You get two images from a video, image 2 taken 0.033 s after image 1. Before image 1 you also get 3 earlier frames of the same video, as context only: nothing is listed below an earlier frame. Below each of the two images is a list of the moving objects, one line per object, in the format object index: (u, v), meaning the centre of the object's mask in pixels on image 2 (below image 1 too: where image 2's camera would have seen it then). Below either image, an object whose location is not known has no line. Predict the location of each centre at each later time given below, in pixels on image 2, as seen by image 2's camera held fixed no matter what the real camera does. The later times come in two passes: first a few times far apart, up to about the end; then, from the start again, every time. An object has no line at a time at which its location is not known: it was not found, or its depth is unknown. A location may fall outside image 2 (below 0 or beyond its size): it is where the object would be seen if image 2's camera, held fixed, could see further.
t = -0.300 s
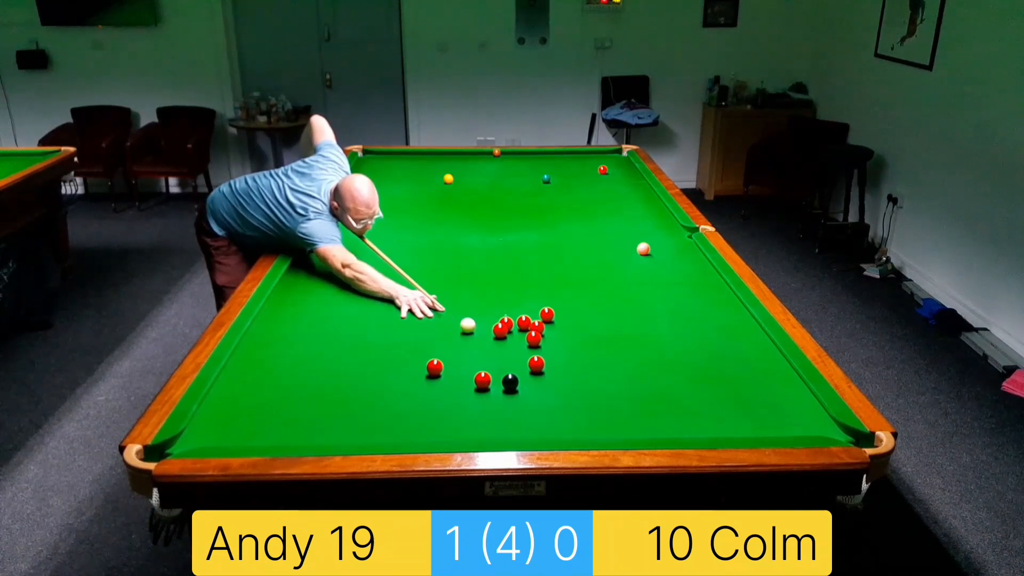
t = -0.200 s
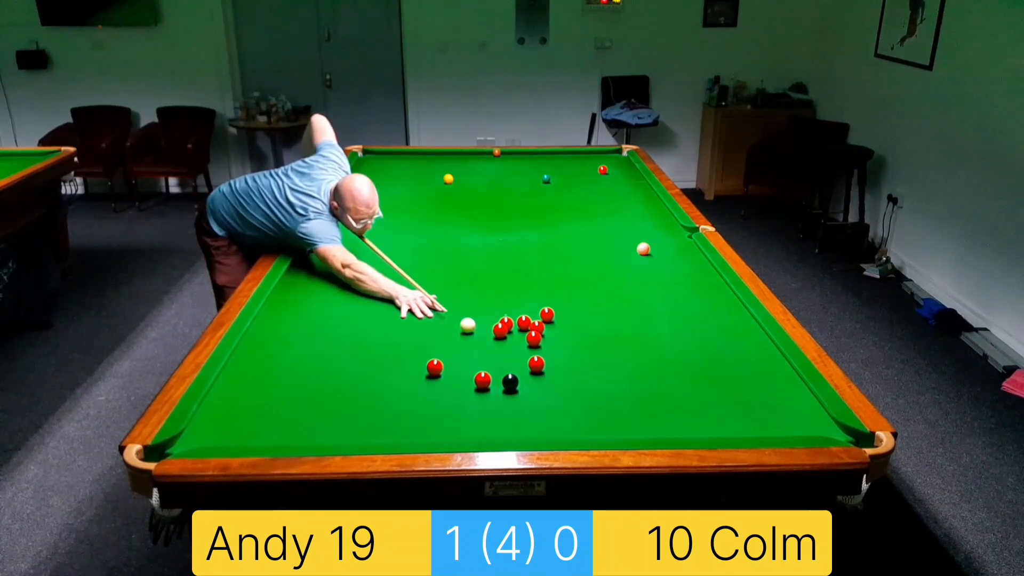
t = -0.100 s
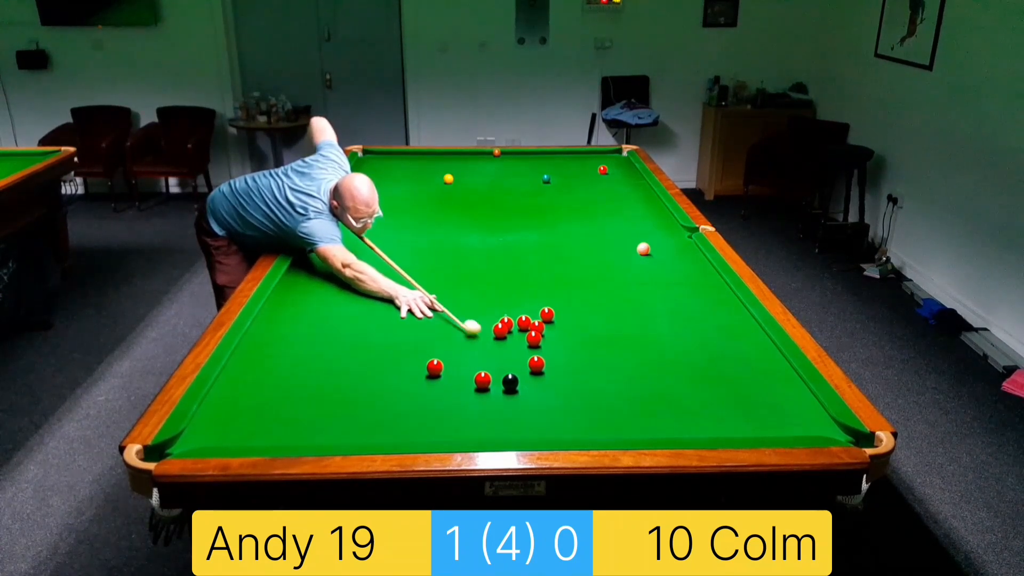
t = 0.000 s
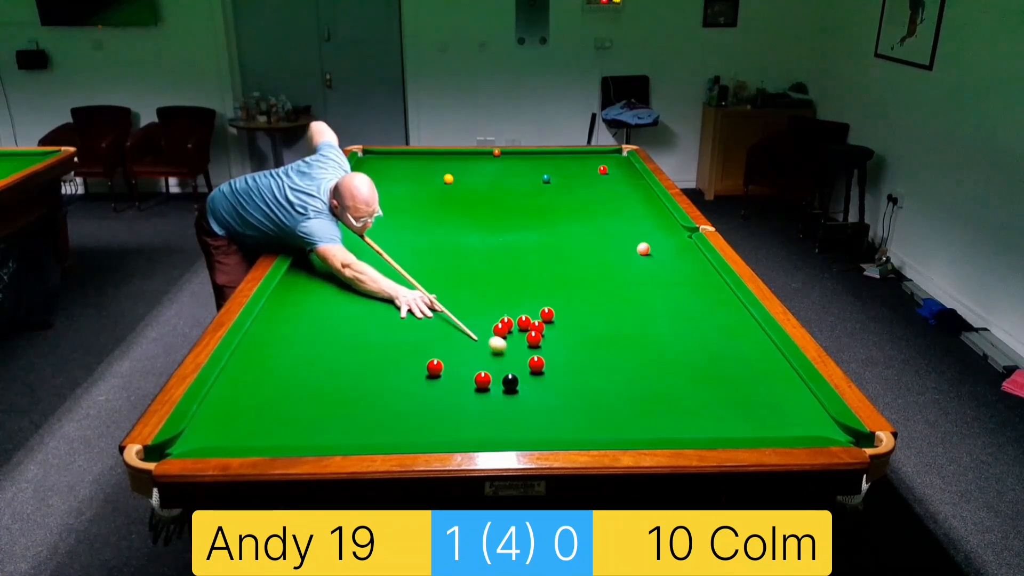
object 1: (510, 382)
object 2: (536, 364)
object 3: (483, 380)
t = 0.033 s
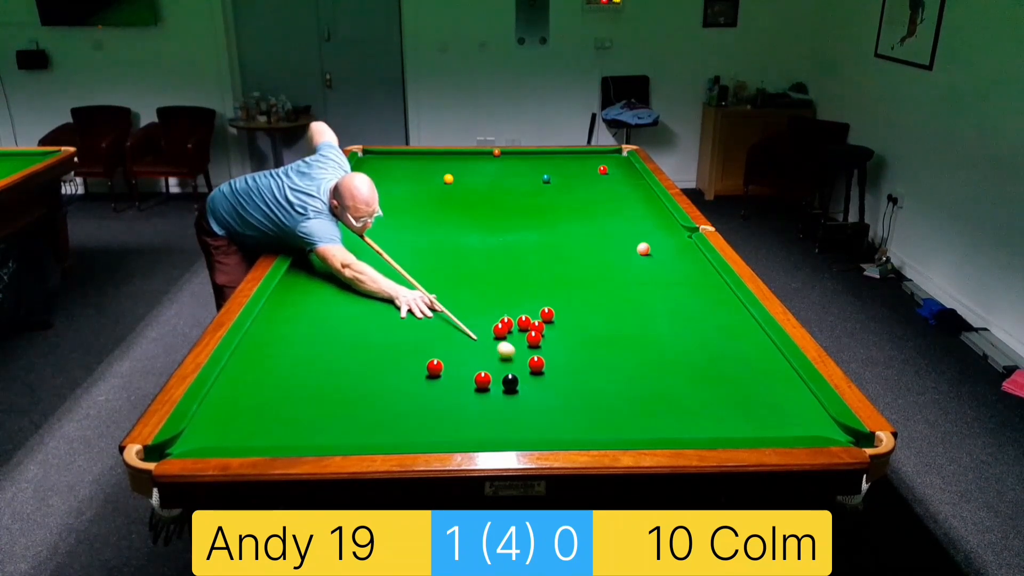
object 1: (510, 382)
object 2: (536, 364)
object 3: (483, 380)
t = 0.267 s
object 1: (510, 383)
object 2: (579, 372)
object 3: (483, 380)
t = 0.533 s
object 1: (514, 392)
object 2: (640, 383)
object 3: (477, 383)
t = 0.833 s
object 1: (519, 402)
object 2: (711, 396)
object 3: (464, 388)
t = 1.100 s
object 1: (522, 410)
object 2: (775, 408)
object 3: (455, 392)
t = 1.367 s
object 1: (526, 417)
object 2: (815, 419)
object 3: (447, 394)
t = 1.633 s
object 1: (529, 423)
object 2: (786, 427)
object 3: (441, 398)
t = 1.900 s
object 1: (531, 427)
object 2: (756, 429)
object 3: (437, 399)
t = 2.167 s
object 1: (533, 430)
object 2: (728, 427)
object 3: (435, 400)
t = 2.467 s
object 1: (535, 432)
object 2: (698, 424)
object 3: (434, 401)
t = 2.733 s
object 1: (536, 432)
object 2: (675, 420)
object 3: (434, 400)
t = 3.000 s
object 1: (536, 433)
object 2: (654, 416)
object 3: (434, 400)
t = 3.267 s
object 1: (536, 433)
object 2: (635, 413)
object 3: (434, 400)
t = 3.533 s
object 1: (536, 433)
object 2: (619, 411)
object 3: (434, 400)
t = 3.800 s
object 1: (536, 433)
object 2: (606, 409)
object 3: (434, 400)
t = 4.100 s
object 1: (536, 433)
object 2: (593, 407)
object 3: (434, 400)
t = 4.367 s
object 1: (536, 433)
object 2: (584, 405)
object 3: (434, 400)
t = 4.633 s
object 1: (536, 433)
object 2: (577, 404)
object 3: (434, 400)
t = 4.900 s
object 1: (536, 433)
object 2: (572, 403)
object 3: (434, 400)
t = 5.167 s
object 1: (536, 433)
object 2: (569, 403)
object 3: (434, 400)
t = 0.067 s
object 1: (510, 382)
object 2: (536, 364)
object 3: (483, 380)
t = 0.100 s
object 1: (510, 383)
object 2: (537, 364)
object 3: (483, 380)
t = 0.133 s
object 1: (510, 383)
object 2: (546, 366)
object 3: (483, 380)
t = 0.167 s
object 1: (510, 383)
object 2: (555, 368)
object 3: (483, 380)
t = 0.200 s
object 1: (510, 383)
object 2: (563, 369)
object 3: (483, 380)
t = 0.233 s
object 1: (510, 383)
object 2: (571, 371)
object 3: (483, 380)
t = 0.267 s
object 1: (510, 383)
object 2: (579, 372)
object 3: (483, 380)
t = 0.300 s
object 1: (510, 383)
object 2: (586, 373)
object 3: (483, 380)
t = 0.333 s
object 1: (511, 385)
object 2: (594, 375)
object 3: (483, 380)
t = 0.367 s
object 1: (512, 386)
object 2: (601, 376)
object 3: (483, 380)
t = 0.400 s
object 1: (512, 387)
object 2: (609, 377)
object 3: (483, 380)
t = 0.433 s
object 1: (513, 388)
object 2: (617, 379)
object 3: (482, 381)
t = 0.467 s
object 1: (513, 389)
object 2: (625, 380)
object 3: (480, 382)
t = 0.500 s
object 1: (514, 391)
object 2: (632, 382)
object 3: (478, 382)
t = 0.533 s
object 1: (514, 392)
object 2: (640, 383)
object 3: (477, 383)
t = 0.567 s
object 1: (515, 393)
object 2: (648, 385)
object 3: (475, 383)
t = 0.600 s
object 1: (515, 394)
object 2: (656, 386)
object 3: (474, 384)
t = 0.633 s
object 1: (516, 395)
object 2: (664, 387)
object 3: (472, 385)
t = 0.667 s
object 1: (516, 396)
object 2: (671, 389)
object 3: (471, 385)
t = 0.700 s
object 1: (517, 397)
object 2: (679, 390)
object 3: (470, 386)
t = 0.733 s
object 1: (517, 399)
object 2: (687, 392)
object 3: (468, 386)
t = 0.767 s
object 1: (518, 399)
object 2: (695, 393)
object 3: (467, 387)
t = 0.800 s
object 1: (518, 401)
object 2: (703, 395)
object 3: (466, 387)
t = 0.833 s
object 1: (519, 402)
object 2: (711, 396)
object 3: (464, 388)
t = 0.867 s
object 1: (519, 403)
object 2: (719, 398)
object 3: (463, 388)
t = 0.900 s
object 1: (520, 404)
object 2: (727, 399)
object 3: (462, 389)
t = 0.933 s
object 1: (520, 406)
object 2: (736, 401)
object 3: (460, 389)
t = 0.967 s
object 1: (521, 406)
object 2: (744, 402)
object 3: (459, 390)
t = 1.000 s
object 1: (521, 407)
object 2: (751, 404)
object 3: (458, 390)
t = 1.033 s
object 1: (522, 408)
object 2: (759, 405)
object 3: (457, 391)
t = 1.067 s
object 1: (522, 409)
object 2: (767, 407)
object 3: (456, 391)
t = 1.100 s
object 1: (522, 410)
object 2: (775, 408)
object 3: (455, 392)
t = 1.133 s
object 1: (523, 411)
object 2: (784, 410)
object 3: (454, 392)
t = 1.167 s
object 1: (523, 412)
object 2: (791, 411)
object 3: (453, 392)
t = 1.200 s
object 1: (524, 413)
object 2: (799, 412)
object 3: (452, 393)
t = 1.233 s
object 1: (524, 414)
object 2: (808, 414)
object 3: (451, 393)
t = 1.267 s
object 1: (525, 415)
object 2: (815, 415)
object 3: (450, 393)
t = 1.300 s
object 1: (525, 415)
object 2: (822, 417)
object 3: (449, 394)
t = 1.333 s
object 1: (526, 416)
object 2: (818, 418)
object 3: (448, 394)
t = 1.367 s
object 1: (526, 417)
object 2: (815, 419)
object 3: (447, 394)
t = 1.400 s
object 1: (526, 418)
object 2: (811, 421)
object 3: (446, 395)
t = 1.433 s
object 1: (527, 418)
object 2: (807, 422)
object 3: (446, 395)
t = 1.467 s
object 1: (527, 419)
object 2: (804, 423)
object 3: (445, 396)
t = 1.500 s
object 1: (527, 420)
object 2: (800, 424)
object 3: (444, 396)
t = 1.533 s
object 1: (528, 421)
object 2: (797, 425)
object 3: (443, 396)
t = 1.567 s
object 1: (528, 422)
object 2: (793, 426)
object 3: (443, 397)
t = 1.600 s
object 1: (528, 422)
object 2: (790, 427)
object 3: (442, 397)
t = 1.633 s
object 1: (529, 423)
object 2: (786, 427)
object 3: (441, 398)
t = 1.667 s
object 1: (529, 424)
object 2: (783, 428)
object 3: (441, 398)
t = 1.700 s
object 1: (529, 424)
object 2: (779, 429)
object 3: (440, 398)
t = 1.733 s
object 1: (530, 425)
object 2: (776, 430)
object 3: (440, 398)
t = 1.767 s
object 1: (530, 425)
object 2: (772, 430)
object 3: (439, 399)
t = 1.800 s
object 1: (530, 426)
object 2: (768, 430)
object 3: (438, 399)
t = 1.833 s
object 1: (531, 426)
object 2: (764, 430)
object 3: (438, 399)
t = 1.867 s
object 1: (531, 427)
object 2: (760, 430)
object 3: (437, 399)
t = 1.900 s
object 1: (531, 427)
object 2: (756, 429)
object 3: (437, 399)
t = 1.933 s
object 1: (531, 427)
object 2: (752, 429)
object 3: (437, 400)
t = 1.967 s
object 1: (532, 428)
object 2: (749, 429)
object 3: (436, 399)
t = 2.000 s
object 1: (532, 428)
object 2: (745, 429)
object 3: (436, 399)
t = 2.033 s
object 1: (532, 428)
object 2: (742, 428)
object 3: (436, 400)
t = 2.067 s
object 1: (532, 429)
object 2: (738, 428)
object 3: (435, 400)
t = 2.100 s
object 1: (533, 429)
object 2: (735, 428)
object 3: (435, 400)
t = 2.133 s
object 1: (533, 430)
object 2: (731, 427)
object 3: (435, 400)
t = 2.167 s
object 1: (533, 430)
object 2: (728, 427)
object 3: (435, 400)
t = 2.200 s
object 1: (533, 430)
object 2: (724, 427)
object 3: (435, 400)
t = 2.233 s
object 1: (534, 431)
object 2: (721, 426)
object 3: (434, 400)
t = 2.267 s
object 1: (534, 431)
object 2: (718, 426)
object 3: (434, 400)
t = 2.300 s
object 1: (534, 431)
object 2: (714, 426)
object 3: (434, 400)
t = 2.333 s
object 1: (534, 431)
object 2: (711, 425)
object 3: (434, 400)
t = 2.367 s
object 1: (534, 431)
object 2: (708, 425)
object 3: (434, 400)
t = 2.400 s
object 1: (535, 431)
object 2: (705, 424)
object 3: (434, 400)
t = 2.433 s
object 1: (535, 432)
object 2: (701, 424)
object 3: (434, 400)
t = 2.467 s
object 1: (535, 432)
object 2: (698, 424)
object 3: (434, 401)
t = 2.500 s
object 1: (535, 432)
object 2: (695, 423)
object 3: (434, 400)
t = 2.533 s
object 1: (535, 432)
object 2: (692, 423)
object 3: (434, 400)
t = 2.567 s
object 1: (535, 432)
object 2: (689, 422)
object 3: (434, 400)
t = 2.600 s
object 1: (535, 432)
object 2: (686, 422)
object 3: (434, 400)
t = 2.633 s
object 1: (535, 432)
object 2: (683, 421)
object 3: (434, 400)
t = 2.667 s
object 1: (536, 432)
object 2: (680, 421)
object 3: (434, 400)
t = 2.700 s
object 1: (536, 432)
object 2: (678, 420)
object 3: (434, 400)
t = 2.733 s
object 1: (536, 432)
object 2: (675, 420)
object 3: (434, 400)
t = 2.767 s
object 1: (536, 433)
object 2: (672, 419)
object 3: (434, 400)
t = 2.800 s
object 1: (536, 433)
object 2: (670, 419)
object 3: (434, 400)
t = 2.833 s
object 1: (536, 433)
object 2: (667, 418)
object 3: (434, 400)
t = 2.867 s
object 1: (536, 433)
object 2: (664, 418)
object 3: (434, 400)
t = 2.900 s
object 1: (536, 433)
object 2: (662, 417)
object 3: (434, 400)
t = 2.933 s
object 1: (536, 433)
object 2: (659, 417)
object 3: (434, 400)
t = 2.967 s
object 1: (536, 433)
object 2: (656, 417)
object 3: (434, 400)
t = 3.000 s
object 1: (536, 433)
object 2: (654, 416)
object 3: (434, 400)
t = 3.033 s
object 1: (536, 433)
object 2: (651, 416)
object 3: (434, 400)
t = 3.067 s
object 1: (536, 433)
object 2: (649, 416)
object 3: (434, 400)
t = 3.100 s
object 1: (536, 433)
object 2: (647, 415)
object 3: (434, 400)
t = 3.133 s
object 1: (536, 433)
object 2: (644, 415)
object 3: (434, 400)
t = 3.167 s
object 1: (536, 433)
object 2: (642, 415)
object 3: (434, 400)
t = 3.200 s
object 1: (536, 433)
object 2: (640, 414)
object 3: (434, 400)
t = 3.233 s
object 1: (536, 433)
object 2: (638, 414)
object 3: (434, 400)
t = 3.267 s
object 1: (536, 433)
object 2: (635, 413)
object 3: (434, 400)
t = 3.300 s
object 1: (536, 433)
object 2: (633, 413)
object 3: (434, 400)
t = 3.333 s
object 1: (536, 433)
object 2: (631, 413)
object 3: (434, 400)
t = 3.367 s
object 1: (536, 433)
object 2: (629, 412)
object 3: (434, 400)
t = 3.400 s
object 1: (536, 433)
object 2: (627, 412)
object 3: (434, 400)
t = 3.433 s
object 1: (536, 433)
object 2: (625, 412)
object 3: (434, 400)
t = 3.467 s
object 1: (536, 433)
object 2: (623, 412)
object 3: (434, 400)
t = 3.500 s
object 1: (536, 433)
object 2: (621, 411)
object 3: (434, 400)
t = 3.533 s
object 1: (536, 433)
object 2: (619, 411)
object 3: (434, 400)
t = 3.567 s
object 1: (536, 433)
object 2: (618, 411)
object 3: (434, 400)
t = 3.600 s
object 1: (536, 433)
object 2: (616, 410)
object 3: (434, 400)
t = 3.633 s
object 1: (536, 433)
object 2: (614, 410)
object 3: (434, 400)
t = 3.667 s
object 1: (536, 433)
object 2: (612, 410)
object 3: (434, 400)
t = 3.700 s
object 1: (536, 433)
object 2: (611, 409)
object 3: (434, 400)
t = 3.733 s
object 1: (536, 433)
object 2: (609, 409)
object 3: (434, 400)
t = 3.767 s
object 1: (536, 433)
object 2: (607, 409)
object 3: (434, 400)
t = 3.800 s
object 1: (536, 433)
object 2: (606, 409)
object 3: (434, 400)
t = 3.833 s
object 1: (536, 433)
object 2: (604, 408)
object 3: (434, 400)
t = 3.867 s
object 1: (536, 433)
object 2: (603, 408)
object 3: (434, 400)
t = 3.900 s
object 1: (536, 433)
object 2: (601, 408)
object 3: (434, 400)
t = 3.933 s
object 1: (536, 433)
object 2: (600, 408)
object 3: (434, 400)
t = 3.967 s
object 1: (536, 433)
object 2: (598, 407)
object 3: (434, 400)
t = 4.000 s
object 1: (536, 433)
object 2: (597, 407)
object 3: (434, 400)
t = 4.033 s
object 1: (536, 433)
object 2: (596, 407)
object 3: (434, 400)
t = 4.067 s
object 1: (536, 433)
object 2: (594, 407)
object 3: (434, 400)
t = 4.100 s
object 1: (536, 433)
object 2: (593, 407)
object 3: (434, 400)
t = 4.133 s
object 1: (536, 433)
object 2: (592, 406)
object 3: (434, 400)
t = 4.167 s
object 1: (536, 433)
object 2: (590, 406)
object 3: (434, 400)
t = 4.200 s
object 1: (536, 433)
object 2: (589, 406)
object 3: (434, 400)
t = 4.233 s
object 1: (536, 433)
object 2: (588, 406)
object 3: (434, 400)
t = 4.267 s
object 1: (536, 433)
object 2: (587, 406)
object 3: (434, 400)
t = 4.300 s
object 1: (536, 433)
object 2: (586, 406)
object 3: (434, 400)
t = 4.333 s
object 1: (536, 433)
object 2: (585, 405)
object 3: (434, 400)
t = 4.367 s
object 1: (536, 433)
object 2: (584, 405)
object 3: (434, 400)
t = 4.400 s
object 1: (536, 433)
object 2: (583, 405)
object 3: (434, 400)
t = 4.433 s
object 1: (536, 433)
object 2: (582, 405)
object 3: (434, 400)
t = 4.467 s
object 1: (536, 433)
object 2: (581, 405)
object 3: (434, 400)
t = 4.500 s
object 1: (536, 433)
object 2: (580, 405)
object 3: (434, 400)
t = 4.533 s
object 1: (536, 433)
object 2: (579, 404)
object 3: (434, 400)
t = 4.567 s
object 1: (536, 433)
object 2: (578, 404)
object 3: (434, 400)
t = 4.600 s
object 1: (536, 433)
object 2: (578, 404)
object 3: (434, 400)
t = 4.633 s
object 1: (536, 433)
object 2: (577, 404)
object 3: (434, 400)
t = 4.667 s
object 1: (536, 433)
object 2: (576, 404)
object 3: (434, 400)
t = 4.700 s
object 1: (536, 433)
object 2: (576, 404)
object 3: (434, 400)
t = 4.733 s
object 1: (536, 433)
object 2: (575, 404)
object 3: (434, 400)
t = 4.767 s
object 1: (536, 433)
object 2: (574, 404)
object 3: (434, 400)
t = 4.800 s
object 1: (536, 433)
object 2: (574, 403)
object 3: (434, 400)
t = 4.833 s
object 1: (536, 433)
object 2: (573, 403)
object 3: (434, 400)
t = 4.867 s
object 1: (536, 433)
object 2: (573, 403)
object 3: (434, 400)
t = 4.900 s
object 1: (536, 433)
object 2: (572, 403)
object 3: (434, 400)
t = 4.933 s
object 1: (536, 433)
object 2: (572, 403)
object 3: (434, 400)
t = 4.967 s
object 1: (536, 433)
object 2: (571, 403)
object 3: (434, 400)
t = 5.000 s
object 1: (536, 433)
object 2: (571, 403)
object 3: (434, 400)
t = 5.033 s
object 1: (536, 433)
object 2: (570, 403)
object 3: (434, 400)
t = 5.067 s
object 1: (536, 433)
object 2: (570, 403)
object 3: (434, 400)
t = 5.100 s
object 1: (536, 433)
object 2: (570, 403)
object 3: (434, 400)
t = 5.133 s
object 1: (536, 433)
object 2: (570, 403)
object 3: (434, 400)
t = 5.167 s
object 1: (536, 433)
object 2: (569, 403)
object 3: (434, 400)
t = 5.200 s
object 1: (536, 433)
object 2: (569, 403)
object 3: (434, 400)
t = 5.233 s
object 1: (536, 433)
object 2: (569, 403)
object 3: (434, 400)
